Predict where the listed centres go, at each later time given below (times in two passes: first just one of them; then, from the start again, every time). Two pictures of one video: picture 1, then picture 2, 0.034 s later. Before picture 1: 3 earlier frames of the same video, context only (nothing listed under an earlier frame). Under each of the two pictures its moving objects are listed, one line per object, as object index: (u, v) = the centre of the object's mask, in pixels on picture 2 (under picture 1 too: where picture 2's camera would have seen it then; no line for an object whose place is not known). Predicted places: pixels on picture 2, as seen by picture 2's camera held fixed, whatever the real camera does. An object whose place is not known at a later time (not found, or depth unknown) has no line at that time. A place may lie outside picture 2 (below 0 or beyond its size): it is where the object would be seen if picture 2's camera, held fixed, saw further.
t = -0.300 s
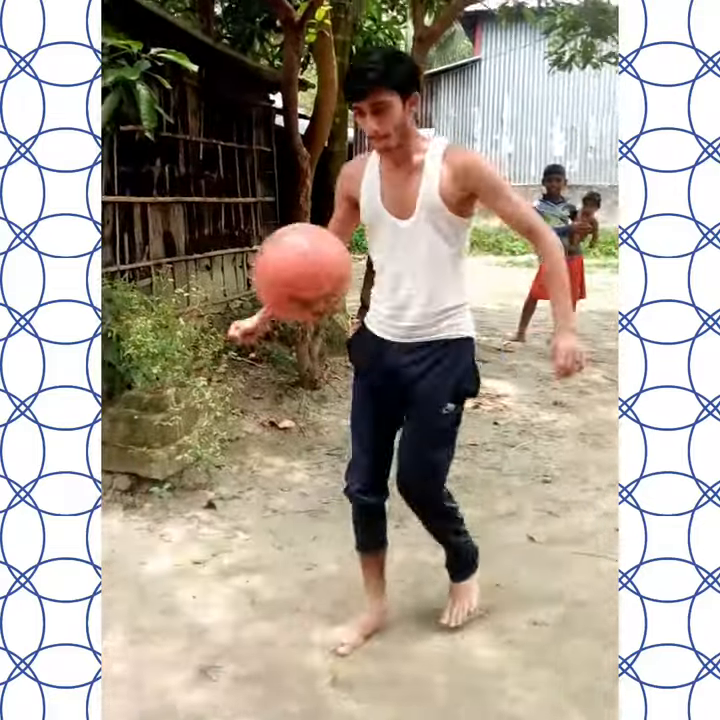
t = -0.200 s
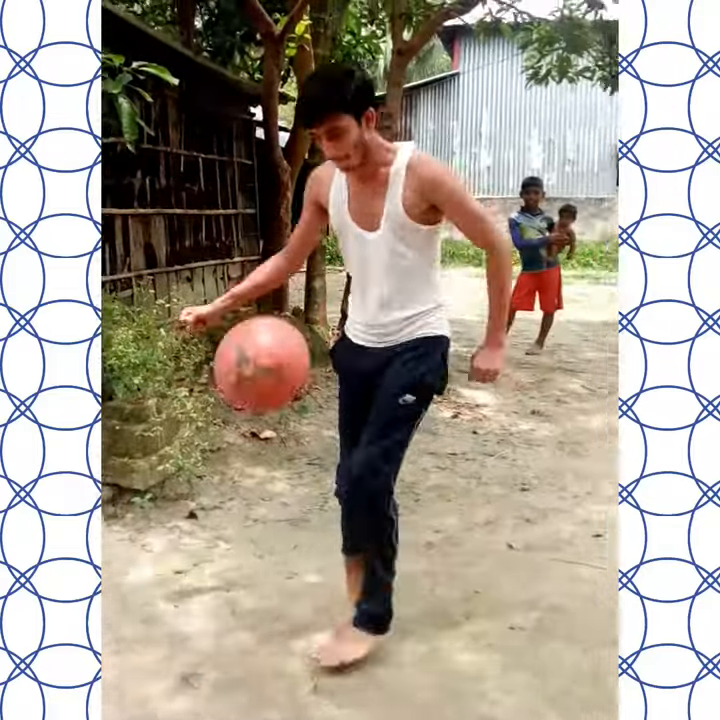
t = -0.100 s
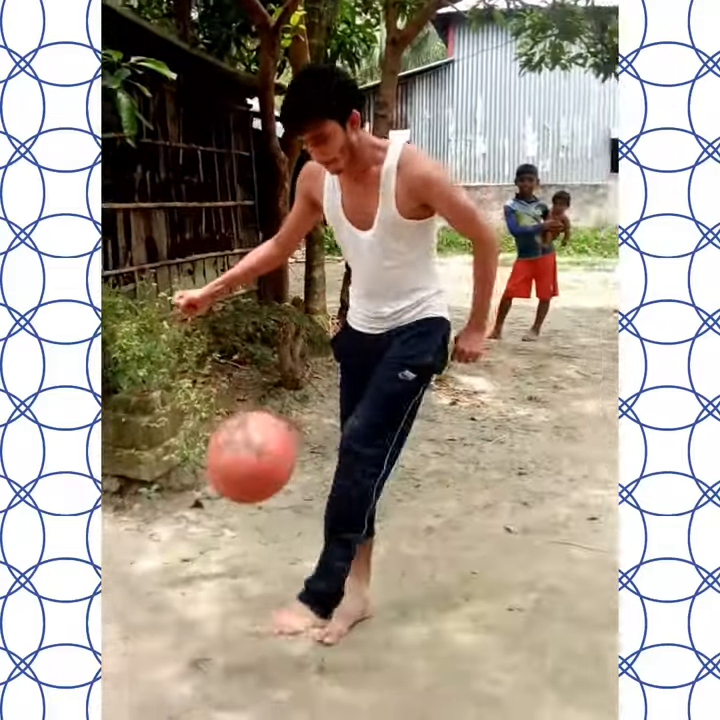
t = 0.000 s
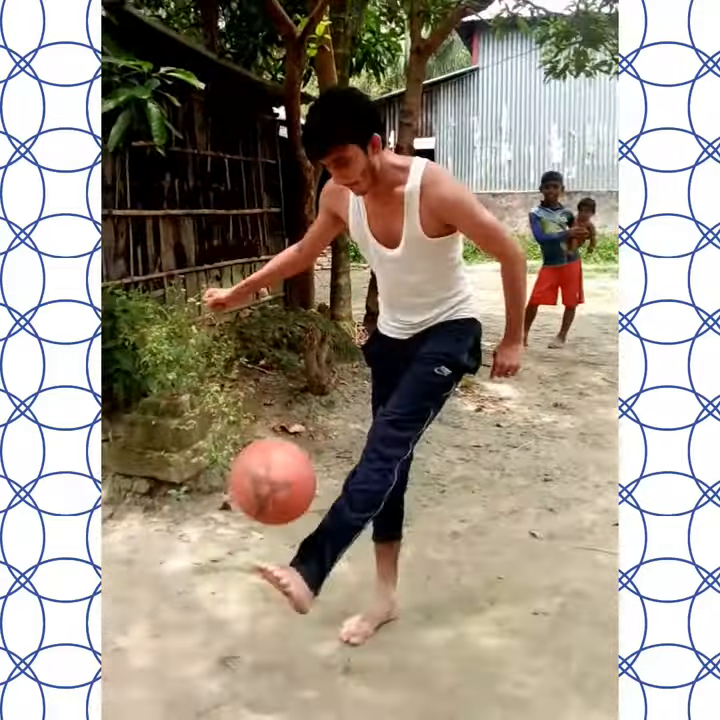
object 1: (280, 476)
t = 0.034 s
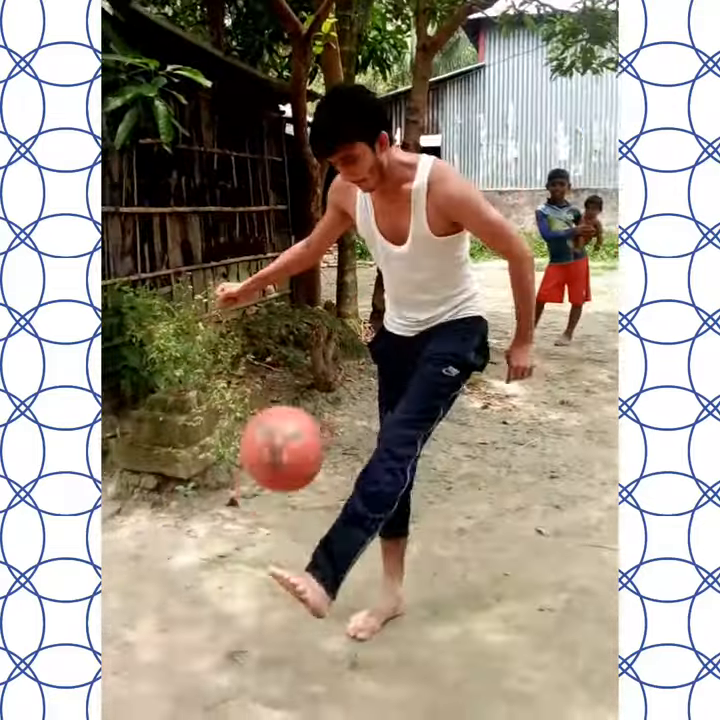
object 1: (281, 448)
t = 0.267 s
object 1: (299, 378)
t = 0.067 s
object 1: (285, 424)
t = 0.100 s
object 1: (288, 405)
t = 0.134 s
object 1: (294, 380)
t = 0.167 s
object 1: (294, 376)
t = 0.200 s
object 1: (295, 373)
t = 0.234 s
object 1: (296, 375)
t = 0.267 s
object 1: (299, 378)
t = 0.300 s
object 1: (301, 387)
